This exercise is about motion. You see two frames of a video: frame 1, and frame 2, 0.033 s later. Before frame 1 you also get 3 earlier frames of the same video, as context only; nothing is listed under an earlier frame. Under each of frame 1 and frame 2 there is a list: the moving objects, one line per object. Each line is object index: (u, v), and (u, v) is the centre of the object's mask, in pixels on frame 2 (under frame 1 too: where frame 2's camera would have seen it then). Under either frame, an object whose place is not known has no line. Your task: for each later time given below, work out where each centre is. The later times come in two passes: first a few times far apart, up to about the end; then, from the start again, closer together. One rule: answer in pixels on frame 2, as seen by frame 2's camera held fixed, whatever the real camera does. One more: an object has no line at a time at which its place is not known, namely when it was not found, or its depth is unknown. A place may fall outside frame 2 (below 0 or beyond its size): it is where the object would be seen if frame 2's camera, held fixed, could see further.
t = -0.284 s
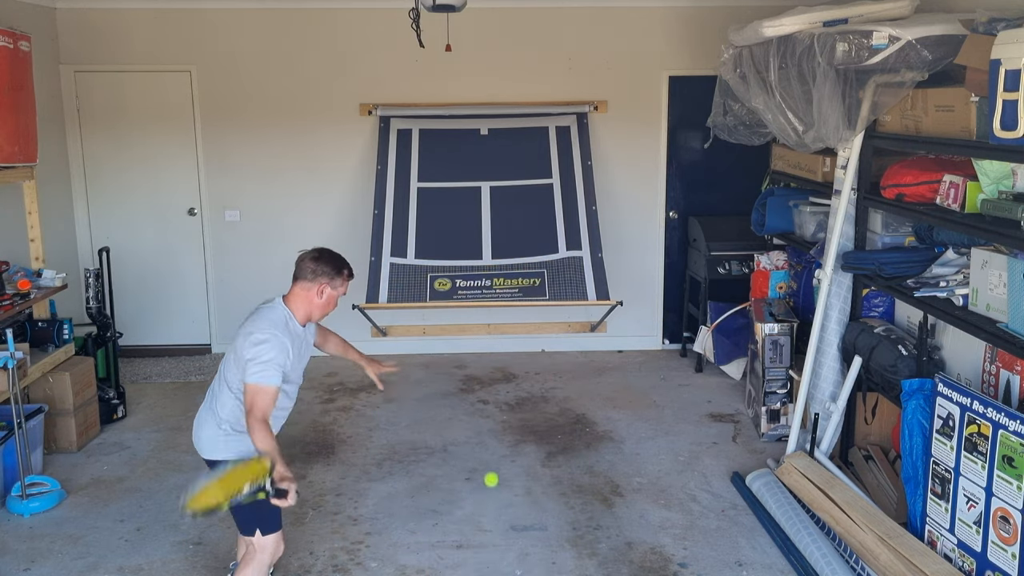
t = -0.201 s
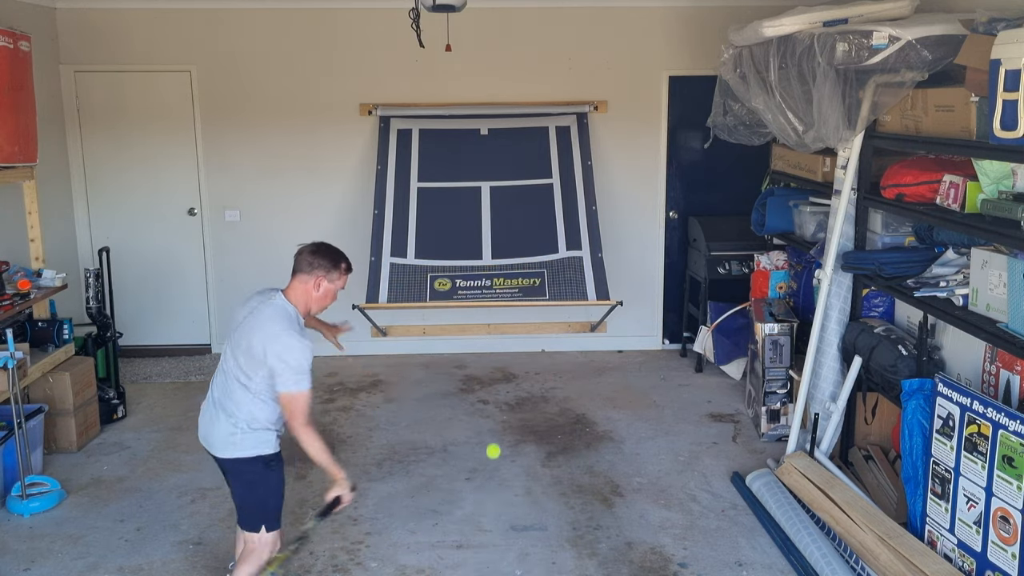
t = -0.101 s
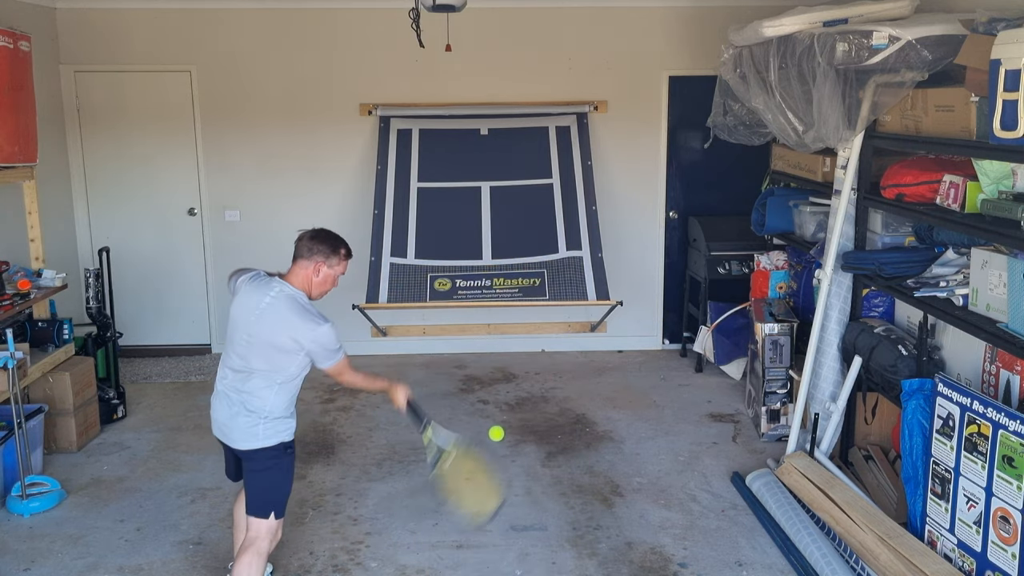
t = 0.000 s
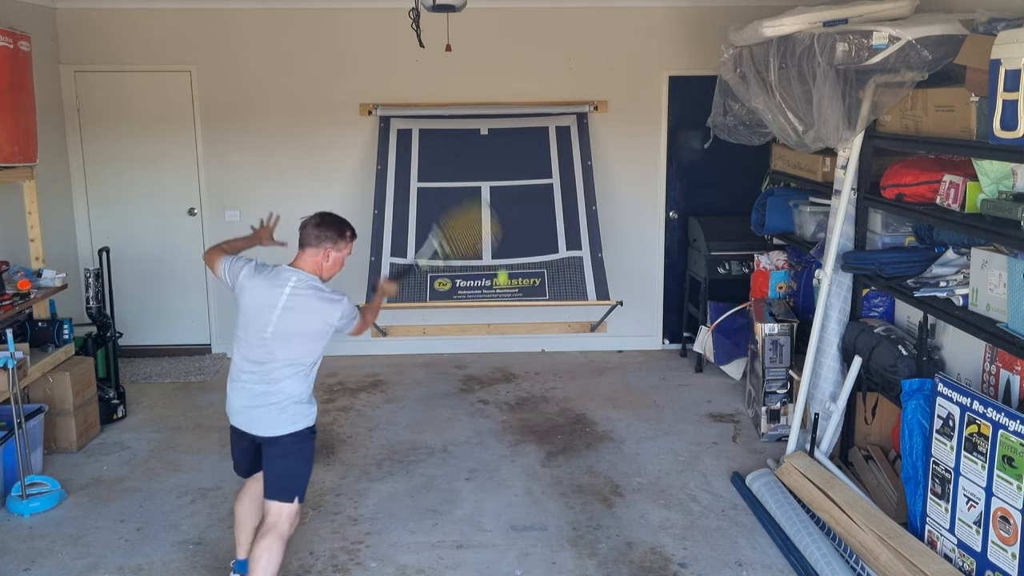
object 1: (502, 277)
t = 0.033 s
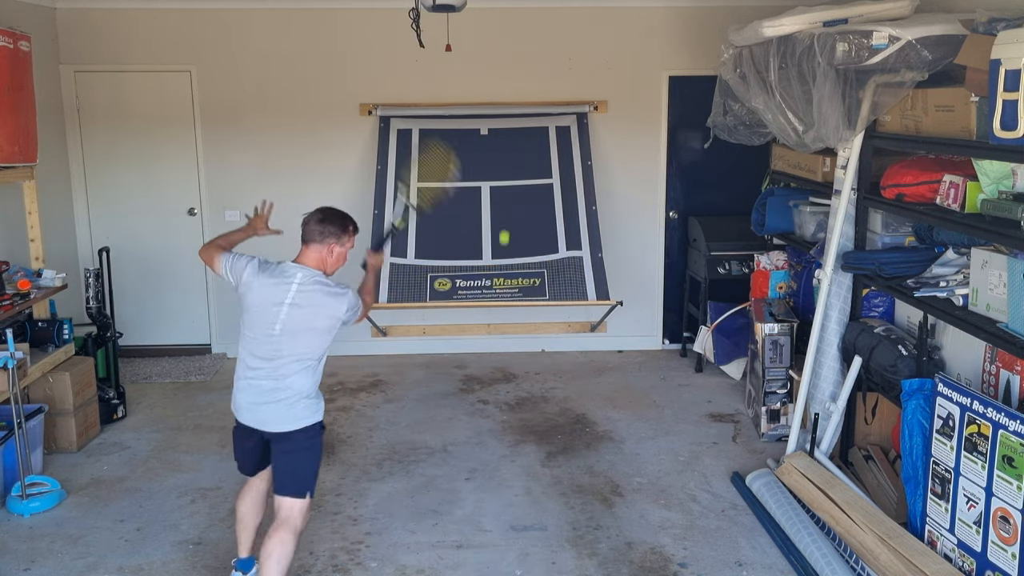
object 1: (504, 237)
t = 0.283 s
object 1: (513, 120)
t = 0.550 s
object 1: (512, 132)
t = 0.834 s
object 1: (511, 182)
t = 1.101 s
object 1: (507, 265)
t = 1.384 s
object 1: (505, 268)
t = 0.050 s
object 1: (504, 221)
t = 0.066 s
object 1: (505, 199)
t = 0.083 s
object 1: (505, 175)
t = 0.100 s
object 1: (506, 153)
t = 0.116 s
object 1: (506, 132)
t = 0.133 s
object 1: (507, 116)
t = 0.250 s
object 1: (514, 115)
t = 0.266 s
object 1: (513, 117)
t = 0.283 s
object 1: (513, 120)
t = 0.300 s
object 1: (513, 121)
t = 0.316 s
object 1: (513, 121)
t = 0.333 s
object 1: (513, 120)
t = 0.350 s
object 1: (513, 120)
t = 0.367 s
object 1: (513, 120)
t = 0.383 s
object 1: (513, 120)
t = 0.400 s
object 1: (513, 120)
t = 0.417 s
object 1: (513, 120)
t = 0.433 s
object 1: (512, 120)
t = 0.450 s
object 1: (513, 122)
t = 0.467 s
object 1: (512, 122)
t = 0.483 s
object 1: (512, 124)
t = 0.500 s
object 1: (512, 125)
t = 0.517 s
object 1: (512, 127)
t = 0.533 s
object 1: (512, 129)
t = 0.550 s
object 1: (512, 132)
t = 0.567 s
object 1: (511, 133)
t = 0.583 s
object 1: (511, 136)
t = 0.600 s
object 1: (511, 138)
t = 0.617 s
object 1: (511, 140)
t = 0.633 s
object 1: (511, 143)
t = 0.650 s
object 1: (511, 145)
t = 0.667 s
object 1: (511, 148)
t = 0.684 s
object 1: (511, 151)
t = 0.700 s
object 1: (511, 154)
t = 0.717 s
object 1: (511, 157)
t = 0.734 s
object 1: (511, 160)
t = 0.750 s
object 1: (511, 164)
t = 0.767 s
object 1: (511, 167)
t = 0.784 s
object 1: (511, 171)
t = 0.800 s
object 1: (511, 175)
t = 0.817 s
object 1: (511, 178)
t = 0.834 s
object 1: (511, 182)
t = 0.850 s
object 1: (511, 187)
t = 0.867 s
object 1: (510, 191)
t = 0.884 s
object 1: (511, 195)
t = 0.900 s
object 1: (510, 199)
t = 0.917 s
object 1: (510, 204)
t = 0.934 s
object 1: (510, 208)
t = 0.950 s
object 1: (511, 212)
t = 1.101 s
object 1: (507, 265)
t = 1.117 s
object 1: (509, 270)
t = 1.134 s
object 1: (509, 276)
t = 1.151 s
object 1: (509, 282)
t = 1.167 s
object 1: (509, 289)
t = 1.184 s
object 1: (508, 295)
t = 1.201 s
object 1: (508, 296)
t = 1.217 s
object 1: (508, 292)
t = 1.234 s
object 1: (507, 287)
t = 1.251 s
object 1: (507, 283)
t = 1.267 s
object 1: (507, 280)
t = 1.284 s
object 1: (507, 277)
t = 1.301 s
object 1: (507, 274)
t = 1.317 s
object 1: (506, 272)
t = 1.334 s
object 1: (506, 270)
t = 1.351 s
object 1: (506, 269)
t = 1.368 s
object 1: (505, 268)
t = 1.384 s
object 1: (505, 268)
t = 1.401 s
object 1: (504, 268)
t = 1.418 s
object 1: (504, 268)
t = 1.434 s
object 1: (504, 269)
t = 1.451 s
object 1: (504, 270)
